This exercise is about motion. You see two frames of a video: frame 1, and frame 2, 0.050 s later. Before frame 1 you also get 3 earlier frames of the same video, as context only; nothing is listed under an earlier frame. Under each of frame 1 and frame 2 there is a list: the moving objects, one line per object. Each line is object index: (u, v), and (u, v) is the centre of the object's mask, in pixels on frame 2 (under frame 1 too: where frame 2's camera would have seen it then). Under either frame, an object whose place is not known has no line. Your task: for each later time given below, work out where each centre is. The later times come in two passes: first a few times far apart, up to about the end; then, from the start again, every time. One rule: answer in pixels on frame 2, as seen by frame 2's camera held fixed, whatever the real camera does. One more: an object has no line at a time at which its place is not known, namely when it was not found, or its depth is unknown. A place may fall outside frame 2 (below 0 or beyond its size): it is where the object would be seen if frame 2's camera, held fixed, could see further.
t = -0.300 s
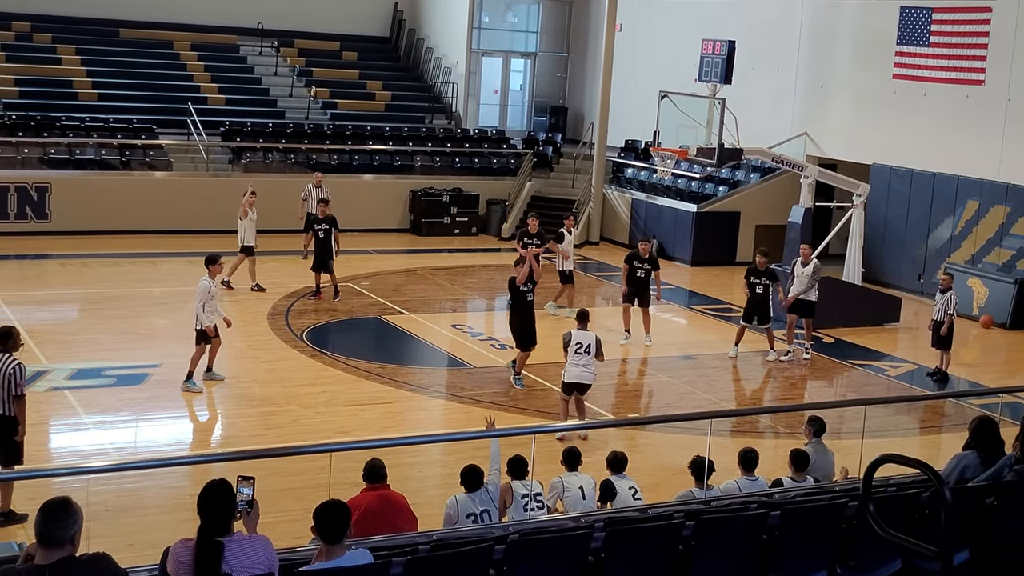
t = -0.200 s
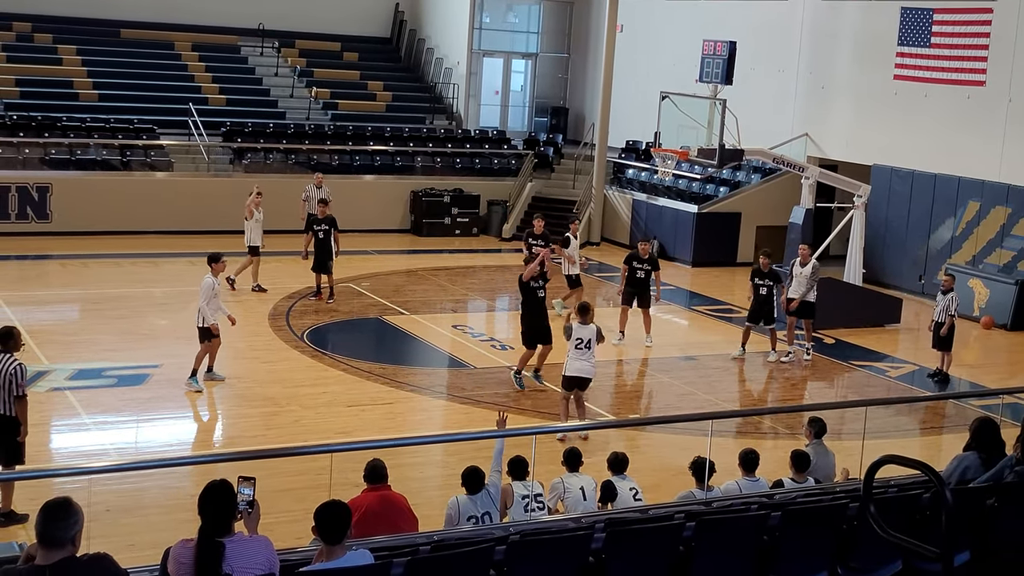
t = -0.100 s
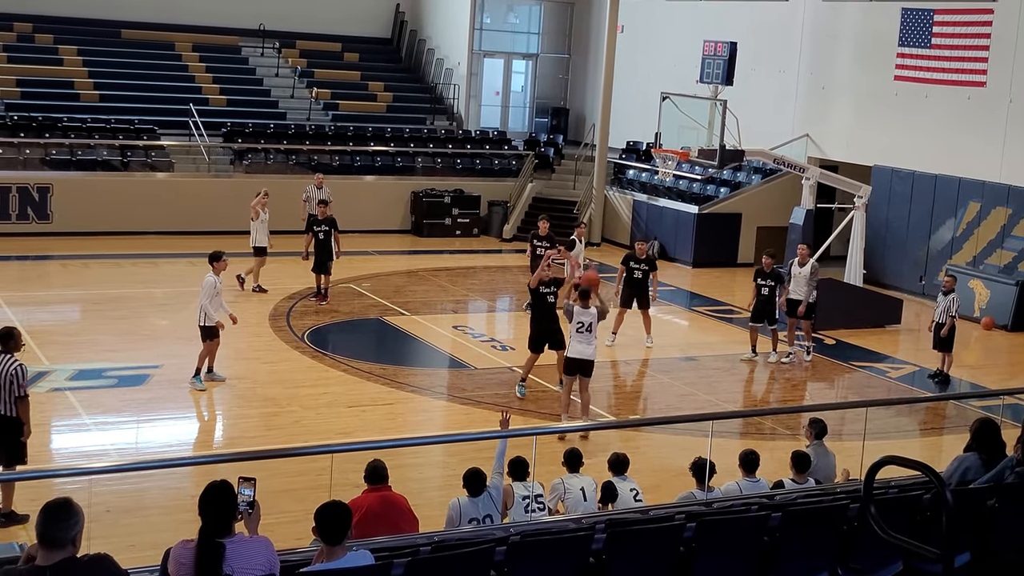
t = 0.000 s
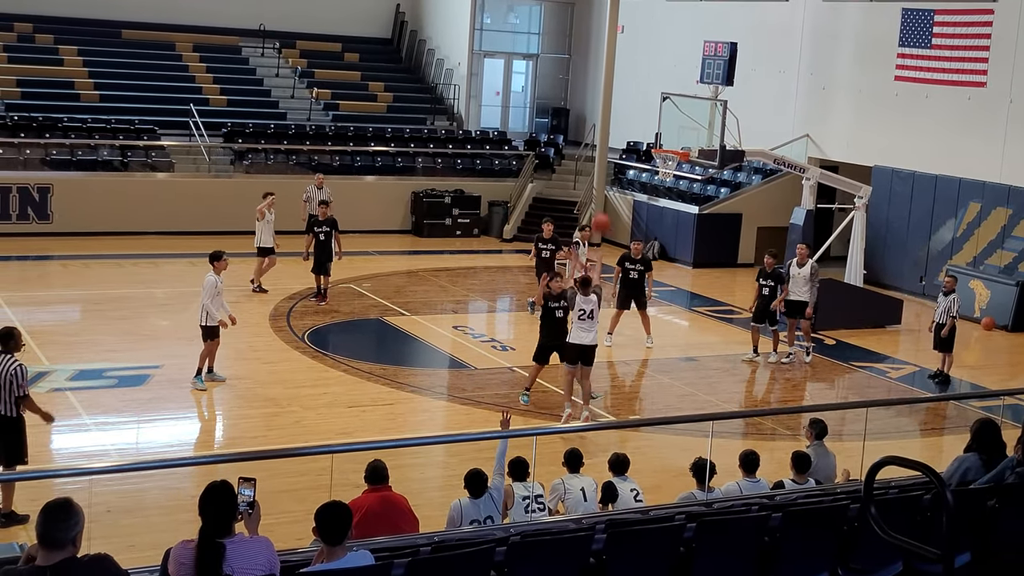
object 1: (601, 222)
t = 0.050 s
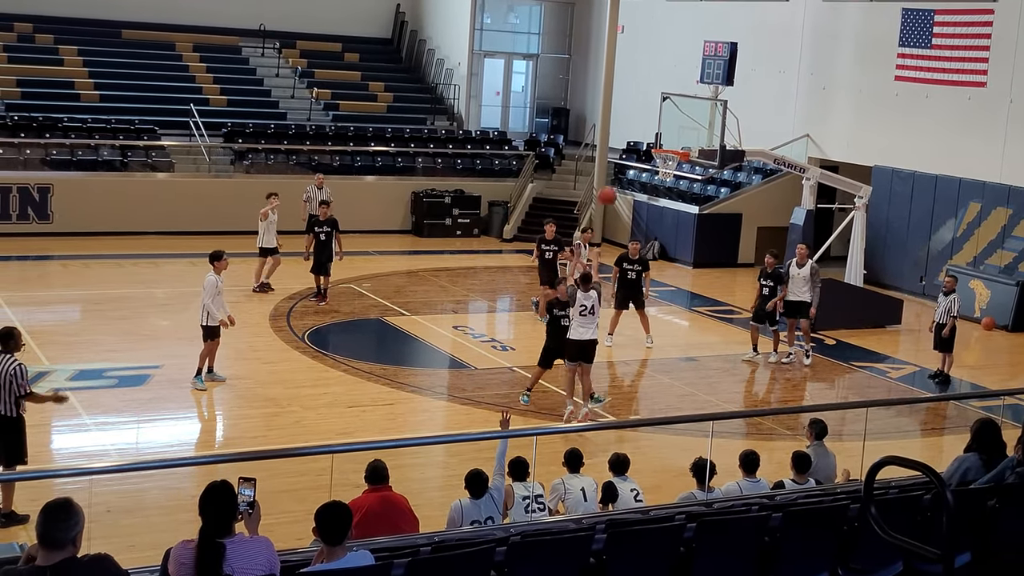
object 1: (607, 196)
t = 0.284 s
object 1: (631, 101)
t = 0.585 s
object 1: (655, 50)
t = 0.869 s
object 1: (669, 62)
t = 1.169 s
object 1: (678, 124)
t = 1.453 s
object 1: (668, 90)
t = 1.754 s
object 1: (649, 56)
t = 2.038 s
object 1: (628, 74)
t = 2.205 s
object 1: (614, 104)
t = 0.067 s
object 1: (609, 187)
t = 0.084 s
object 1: (611, 178)
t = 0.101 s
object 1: (613, 171)
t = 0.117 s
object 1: (614, 163)
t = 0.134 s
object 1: (616, 156)
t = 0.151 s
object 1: (618, 149)
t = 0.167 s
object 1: (620, 142)
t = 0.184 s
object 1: (621, 135)
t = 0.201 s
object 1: (623, 129)
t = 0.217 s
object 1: (625, 123)
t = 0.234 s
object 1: (627, 117)
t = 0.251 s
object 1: (628, 112)
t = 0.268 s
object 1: (630, 106)
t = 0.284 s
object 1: (631, 101)
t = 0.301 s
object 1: (633, 97)
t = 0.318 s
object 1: (634, 92)
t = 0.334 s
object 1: (636, 88)
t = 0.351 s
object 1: (637, 84)
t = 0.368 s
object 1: (639, 80)
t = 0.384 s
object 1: (640, 76)
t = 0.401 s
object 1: (641, 73)
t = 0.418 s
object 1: (643, 70)
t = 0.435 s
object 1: (644, 67)
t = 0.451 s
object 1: (645, 64)
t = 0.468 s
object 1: (647, 61)
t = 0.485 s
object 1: (648, 59)
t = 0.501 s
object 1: (649, 57)
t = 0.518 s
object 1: (650, 55)
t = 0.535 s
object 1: (651, 54)
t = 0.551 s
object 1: (652, 52)
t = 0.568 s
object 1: (653, 51)
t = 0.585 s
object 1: (655, 50)
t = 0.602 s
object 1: (656, 49)
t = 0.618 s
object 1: (657, 49)
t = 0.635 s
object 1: (658, 48)
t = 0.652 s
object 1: (659, 48)
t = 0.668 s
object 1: (660, 48)
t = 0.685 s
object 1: (660, 48)
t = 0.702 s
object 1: (661, 49)
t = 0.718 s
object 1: (662, 49)
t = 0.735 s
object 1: (663, 50)
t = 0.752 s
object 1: (664, 51)
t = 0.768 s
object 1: (665, 52)
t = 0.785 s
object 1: (665, 53)
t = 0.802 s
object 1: (666, 55)
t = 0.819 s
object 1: (667, 56)
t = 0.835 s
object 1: (668, 58)
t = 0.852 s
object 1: (668, 60)
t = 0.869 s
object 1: (669, 62)
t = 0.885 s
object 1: (669, 64)
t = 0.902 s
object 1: (670, 67)
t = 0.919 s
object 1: (671, 69)
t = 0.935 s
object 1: (671, 72)
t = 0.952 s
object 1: (672, 74)
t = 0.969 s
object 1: (673, 77)
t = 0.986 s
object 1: (673, 81)
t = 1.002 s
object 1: (674, 84)
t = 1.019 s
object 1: (674, 87)
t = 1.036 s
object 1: (675, 91)
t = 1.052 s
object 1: (675, 95)
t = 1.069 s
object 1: (675, 98)
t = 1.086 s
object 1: (676, 102)
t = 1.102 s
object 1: (676, 107)
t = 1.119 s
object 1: (677, 111)
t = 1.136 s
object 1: (677, 115)
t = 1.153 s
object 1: (677, 120)
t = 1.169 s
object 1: (678, 124)
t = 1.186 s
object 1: (678, 129)
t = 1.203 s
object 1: (678, 134)
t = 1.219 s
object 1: (679, 139)
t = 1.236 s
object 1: (679, 144)
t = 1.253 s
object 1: (679, 143)
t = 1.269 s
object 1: (678, 137)
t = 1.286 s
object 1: (677, 132)
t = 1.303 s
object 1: (676, 127)
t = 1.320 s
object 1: (676, 123)
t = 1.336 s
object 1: (675, 118)
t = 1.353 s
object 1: (674, 113)
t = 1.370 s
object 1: (673, 109)
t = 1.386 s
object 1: (671, 105)
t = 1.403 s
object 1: (671, 101)
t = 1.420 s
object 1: (670, 97)
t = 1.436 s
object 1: (669, 94)
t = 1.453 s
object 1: (668, 90)
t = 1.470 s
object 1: (667, 87)
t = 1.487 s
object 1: (666, 84)
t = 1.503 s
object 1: (665, 81)
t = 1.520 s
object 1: (664, 78)
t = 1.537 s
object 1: (663, 75)
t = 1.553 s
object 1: (662, 73)
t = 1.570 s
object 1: (661, 70)
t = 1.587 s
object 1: (660, 68)
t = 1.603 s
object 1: (659, 66)
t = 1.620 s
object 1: (658, 65)
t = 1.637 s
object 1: (657, 63)
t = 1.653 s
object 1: (656, 62)
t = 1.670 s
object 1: (655, 60)
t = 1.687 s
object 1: (654, 59)
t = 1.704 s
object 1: (652, 58)
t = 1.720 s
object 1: (651, 57)
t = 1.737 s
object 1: (650, 57)
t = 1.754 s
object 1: (649, 56)
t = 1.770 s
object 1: (648, 56)
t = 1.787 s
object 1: (647, 56)
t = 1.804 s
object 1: (646, 56)
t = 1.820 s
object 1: (644, 56)
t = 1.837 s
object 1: (643, 56)
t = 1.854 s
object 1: (642, 57)
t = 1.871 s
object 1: (641, 58)
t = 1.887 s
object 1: (639, 59)
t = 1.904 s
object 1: (638, 60)
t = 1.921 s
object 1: (637, 61)
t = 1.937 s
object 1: (636, 62)
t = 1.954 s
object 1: (634, 64)
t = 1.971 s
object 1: (633, 65)
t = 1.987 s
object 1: (632, 67)
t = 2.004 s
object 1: (630, 69)
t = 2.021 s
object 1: (629, 71)
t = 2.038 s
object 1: (628, 74)
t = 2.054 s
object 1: (626, 76)
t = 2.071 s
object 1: (625, 78)
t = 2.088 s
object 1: (624, 81)
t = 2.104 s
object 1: (622, 84)
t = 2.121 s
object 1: (621, 87)
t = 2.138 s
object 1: (620, 90)
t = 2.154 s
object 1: (618, 93)
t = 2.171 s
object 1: (617, 97)
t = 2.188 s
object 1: (615, 100)
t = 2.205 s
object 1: (614, 104)
